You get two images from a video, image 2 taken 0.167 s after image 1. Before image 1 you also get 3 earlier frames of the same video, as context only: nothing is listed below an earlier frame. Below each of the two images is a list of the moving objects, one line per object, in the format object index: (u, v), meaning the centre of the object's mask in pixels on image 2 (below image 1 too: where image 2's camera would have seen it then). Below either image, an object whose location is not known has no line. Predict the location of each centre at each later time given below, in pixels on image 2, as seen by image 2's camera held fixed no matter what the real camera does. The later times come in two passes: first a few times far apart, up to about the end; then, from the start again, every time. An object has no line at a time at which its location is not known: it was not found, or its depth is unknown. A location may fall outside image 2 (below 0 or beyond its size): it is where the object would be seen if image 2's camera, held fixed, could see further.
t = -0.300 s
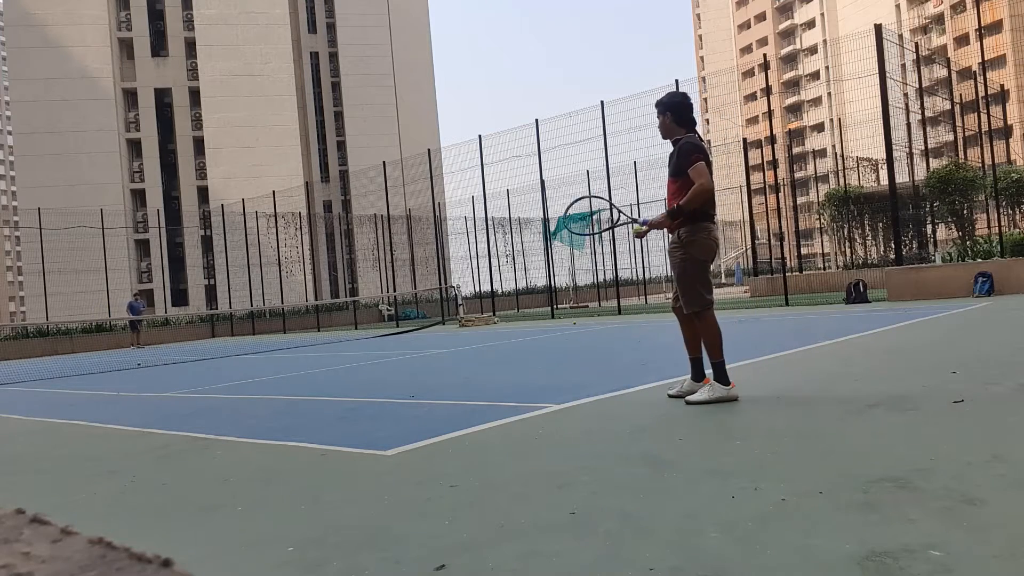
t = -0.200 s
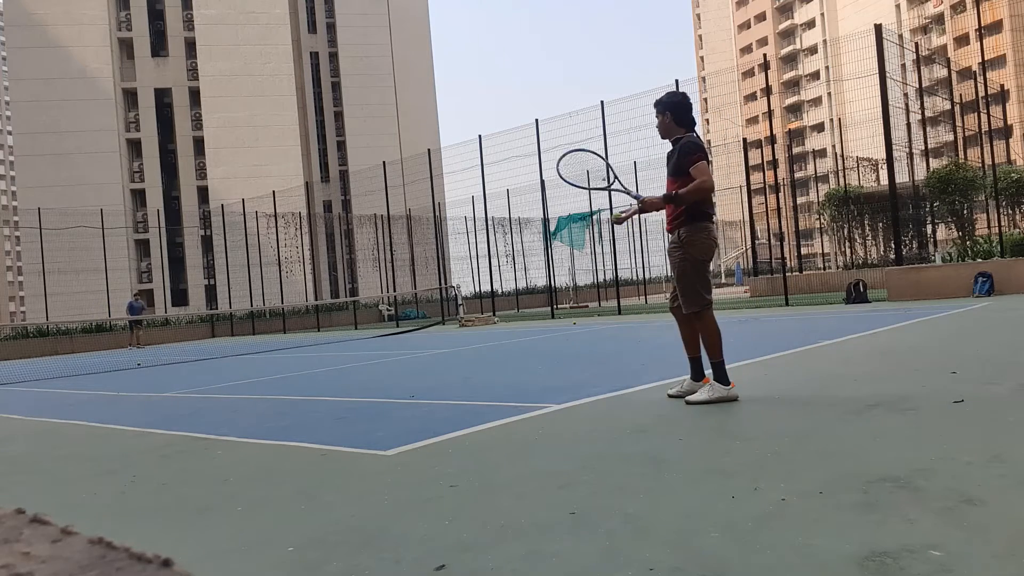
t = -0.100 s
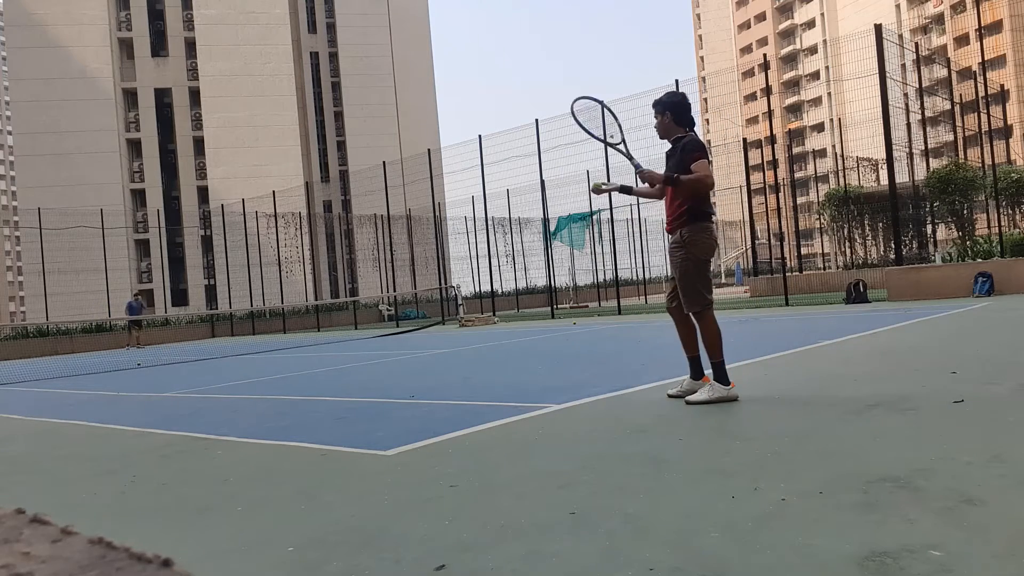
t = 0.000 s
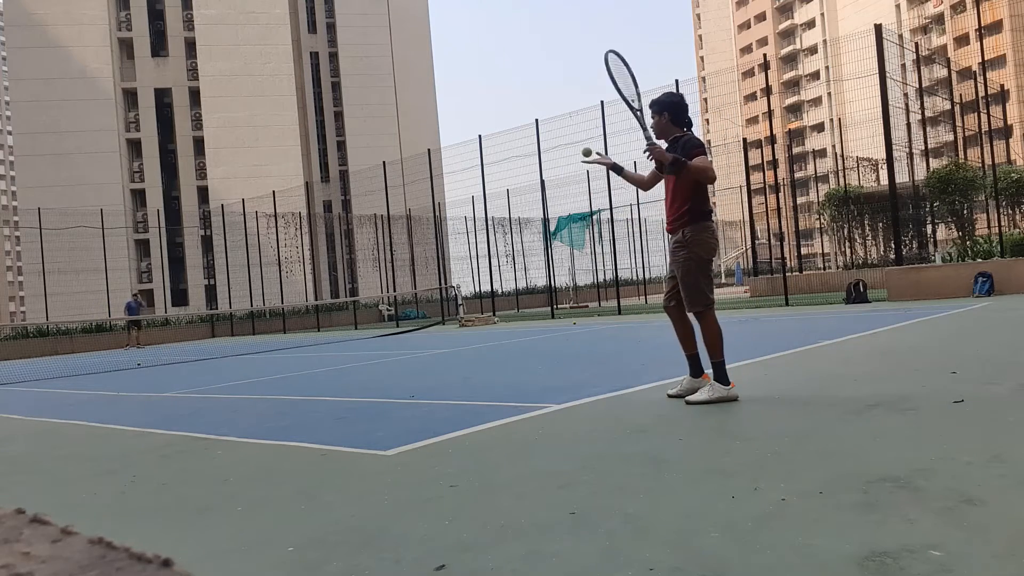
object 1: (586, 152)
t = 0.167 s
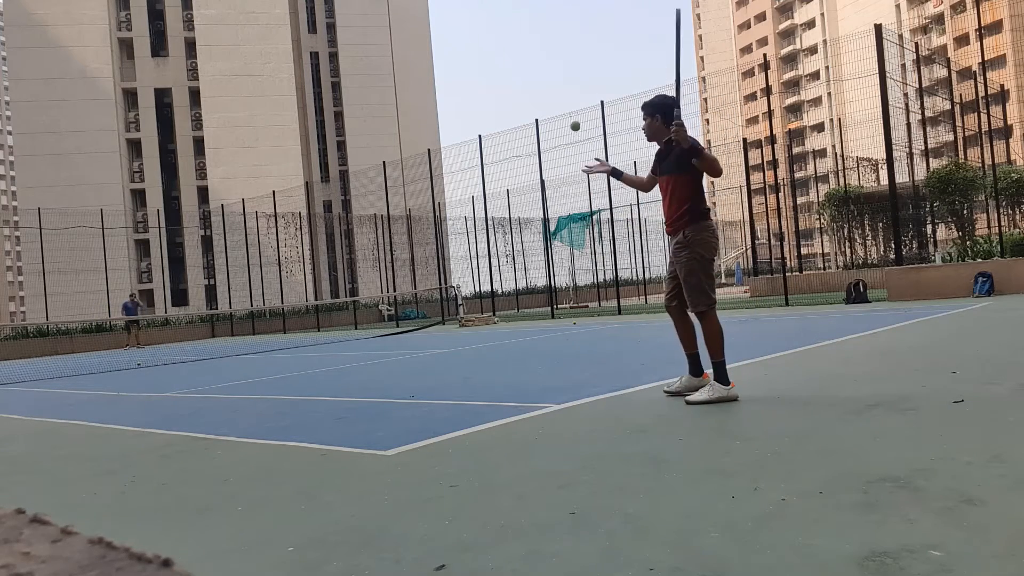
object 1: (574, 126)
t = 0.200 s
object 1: (573, 126)
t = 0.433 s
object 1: (564, 174)
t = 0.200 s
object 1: (573, 126)
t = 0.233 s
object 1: (571, 127)
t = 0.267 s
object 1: (569, 131)
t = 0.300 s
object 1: (568, 136)
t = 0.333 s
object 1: (567, 143)
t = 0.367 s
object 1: (566, 151)
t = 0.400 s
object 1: (565, 162)
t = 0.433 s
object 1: (564, 174)
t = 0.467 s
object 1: (563, 188)
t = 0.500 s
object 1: (562, 203)
